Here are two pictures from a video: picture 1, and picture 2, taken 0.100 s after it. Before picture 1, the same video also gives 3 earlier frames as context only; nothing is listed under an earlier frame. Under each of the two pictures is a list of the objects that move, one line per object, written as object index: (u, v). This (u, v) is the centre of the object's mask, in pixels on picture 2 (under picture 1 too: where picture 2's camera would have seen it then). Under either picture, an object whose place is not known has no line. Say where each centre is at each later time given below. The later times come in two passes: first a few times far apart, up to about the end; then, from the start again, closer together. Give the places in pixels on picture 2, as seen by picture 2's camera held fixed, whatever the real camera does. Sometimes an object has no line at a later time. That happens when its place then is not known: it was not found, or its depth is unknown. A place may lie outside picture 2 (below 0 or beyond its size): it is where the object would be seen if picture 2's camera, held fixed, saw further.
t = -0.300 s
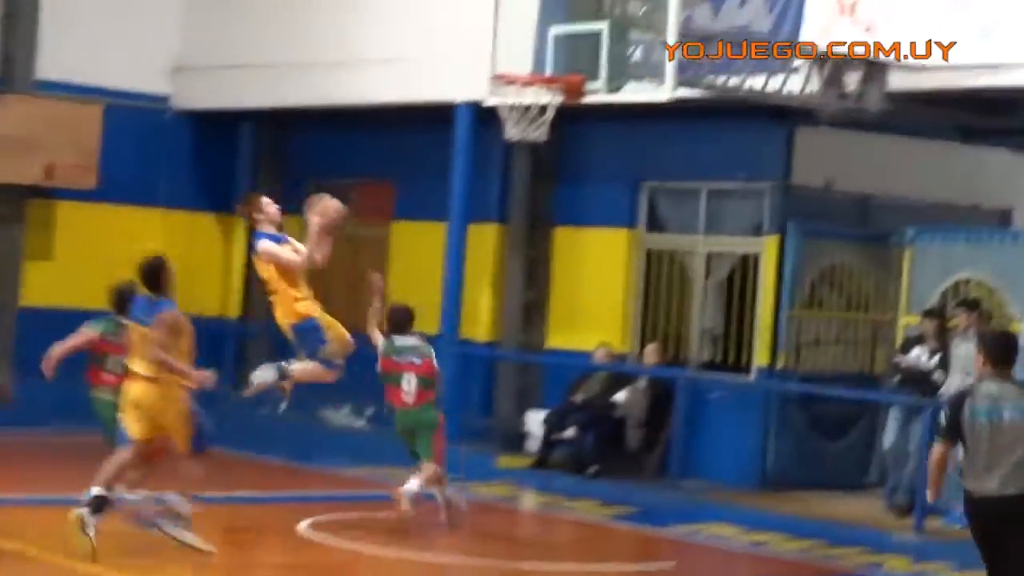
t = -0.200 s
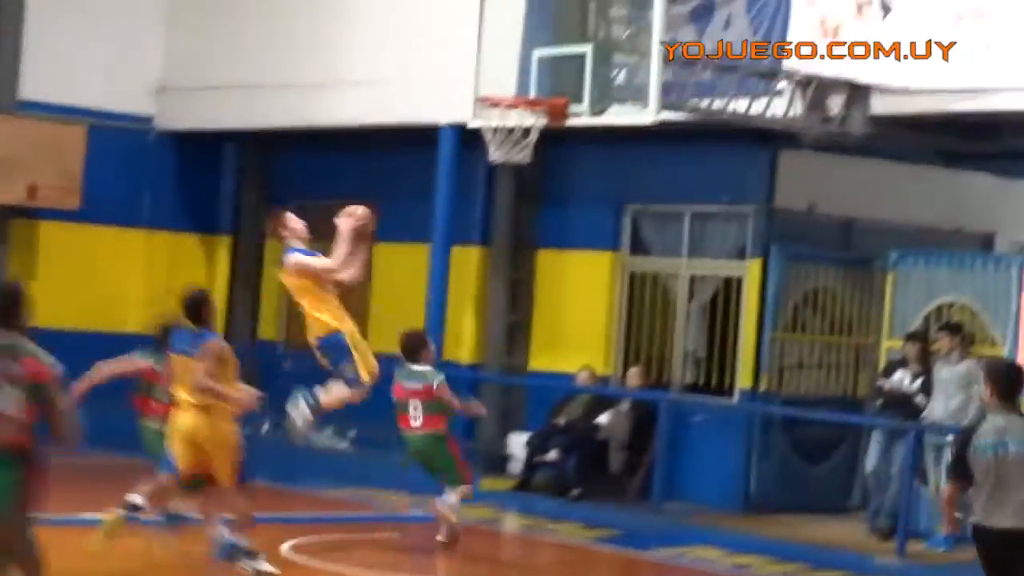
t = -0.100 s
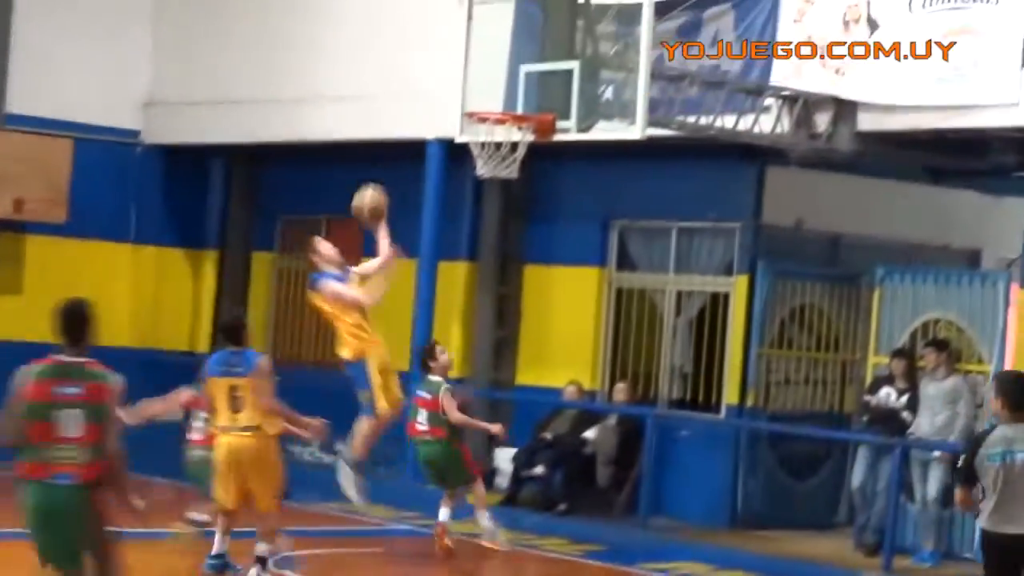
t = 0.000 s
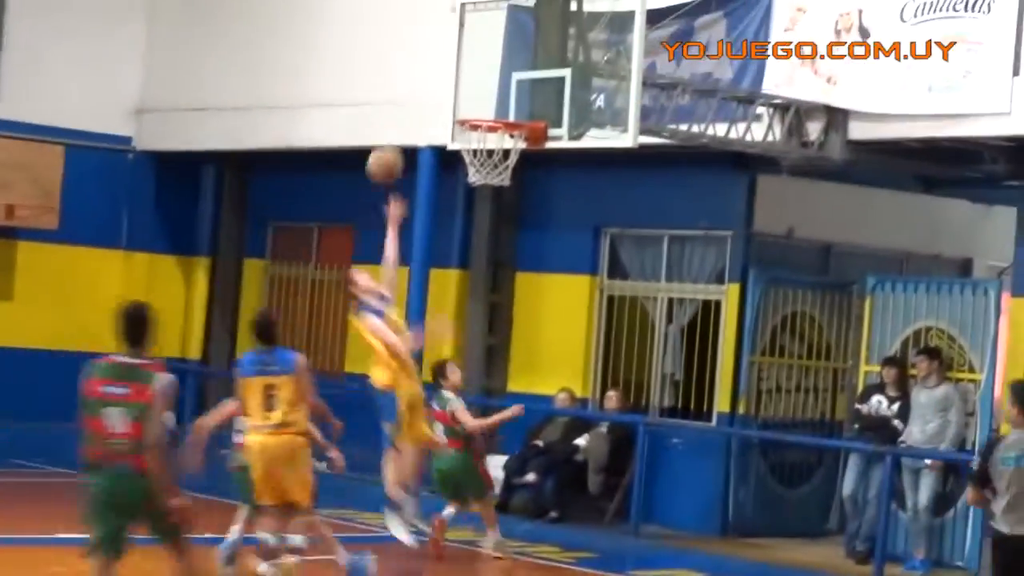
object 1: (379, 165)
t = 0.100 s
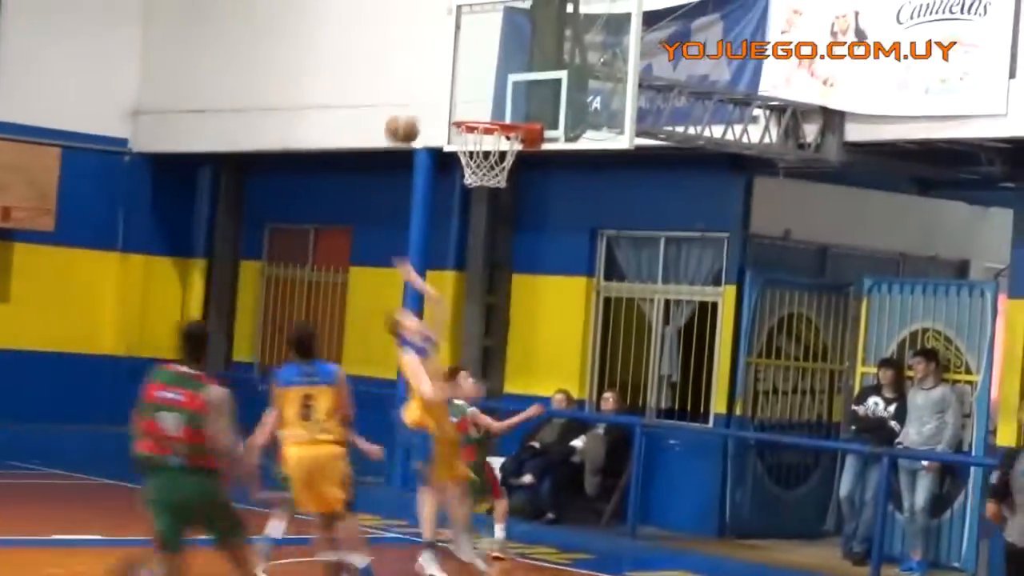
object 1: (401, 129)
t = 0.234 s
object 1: (428, 99)
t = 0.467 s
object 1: (470, 107)
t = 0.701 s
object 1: (502, 170)
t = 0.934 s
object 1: (503, 232)
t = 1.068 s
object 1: (501, 302)
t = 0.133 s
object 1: (408, 119)
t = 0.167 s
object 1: (414, 112)
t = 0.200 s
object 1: (421, 105)
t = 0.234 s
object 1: (428, 99)
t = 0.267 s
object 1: (434, 96)
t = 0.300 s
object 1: (441, 95)
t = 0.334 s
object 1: (446, 94)
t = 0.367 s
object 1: (453, 95)
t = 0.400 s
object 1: (458, 98)
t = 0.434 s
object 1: (465, 103)
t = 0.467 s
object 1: (470, 107)
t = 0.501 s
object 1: (476, 111)
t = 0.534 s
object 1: (476, 124)
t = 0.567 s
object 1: (486, 137)
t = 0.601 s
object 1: (494, 148)
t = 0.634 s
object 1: (497, 159)
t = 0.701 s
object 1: (502, 170)
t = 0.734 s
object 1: (501, 174)
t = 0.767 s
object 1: (503, 184)
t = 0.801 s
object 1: (503, 193)
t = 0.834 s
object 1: (503, 199)
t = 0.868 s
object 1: (503, 208)
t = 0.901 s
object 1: (503, 219)
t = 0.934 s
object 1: (503, 232)
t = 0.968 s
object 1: (503, 248)
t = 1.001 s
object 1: (501, 264)
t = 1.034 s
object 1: (503, 283)
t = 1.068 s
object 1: (501, 302)
